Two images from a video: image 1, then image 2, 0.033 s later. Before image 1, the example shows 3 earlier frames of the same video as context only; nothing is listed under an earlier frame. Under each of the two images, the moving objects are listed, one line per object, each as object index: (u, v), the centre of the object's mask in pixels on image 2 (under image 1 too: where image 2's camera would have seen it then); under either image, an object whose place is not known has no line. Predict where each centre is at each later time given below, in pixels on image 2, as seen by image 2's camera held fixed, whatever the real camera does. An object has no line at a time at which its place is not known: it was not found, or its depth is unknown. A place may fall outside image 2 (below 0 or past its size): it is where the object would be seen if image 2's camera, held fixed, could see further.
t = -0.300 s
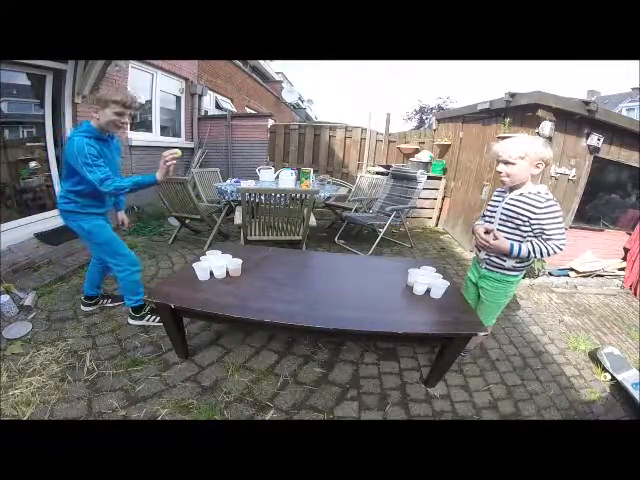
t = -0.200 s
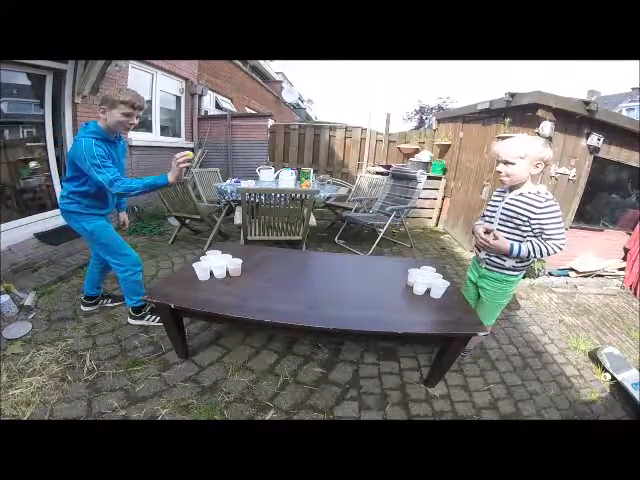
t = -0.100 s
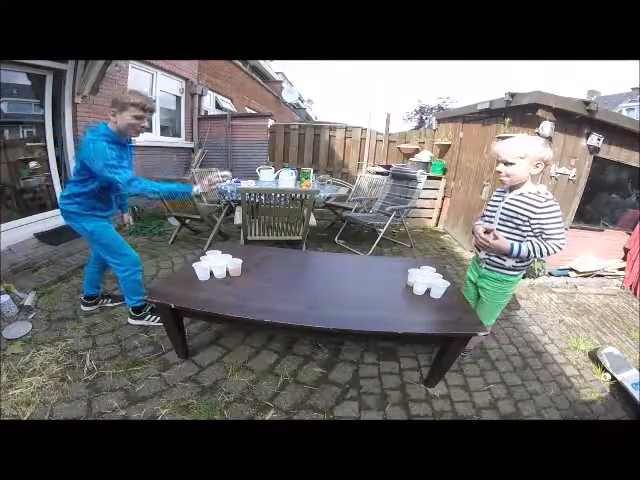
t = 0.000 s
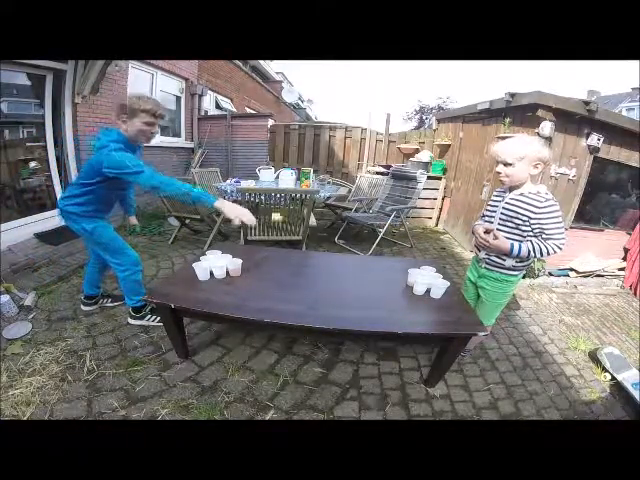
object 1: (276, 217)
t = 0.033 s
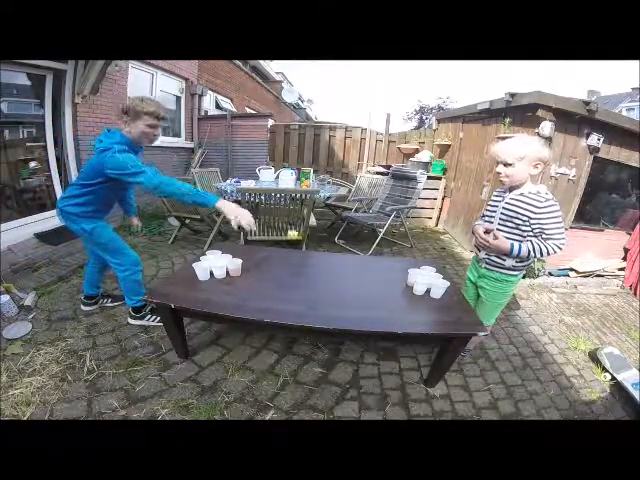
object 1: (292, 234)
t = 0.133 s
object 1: (332, 276)
